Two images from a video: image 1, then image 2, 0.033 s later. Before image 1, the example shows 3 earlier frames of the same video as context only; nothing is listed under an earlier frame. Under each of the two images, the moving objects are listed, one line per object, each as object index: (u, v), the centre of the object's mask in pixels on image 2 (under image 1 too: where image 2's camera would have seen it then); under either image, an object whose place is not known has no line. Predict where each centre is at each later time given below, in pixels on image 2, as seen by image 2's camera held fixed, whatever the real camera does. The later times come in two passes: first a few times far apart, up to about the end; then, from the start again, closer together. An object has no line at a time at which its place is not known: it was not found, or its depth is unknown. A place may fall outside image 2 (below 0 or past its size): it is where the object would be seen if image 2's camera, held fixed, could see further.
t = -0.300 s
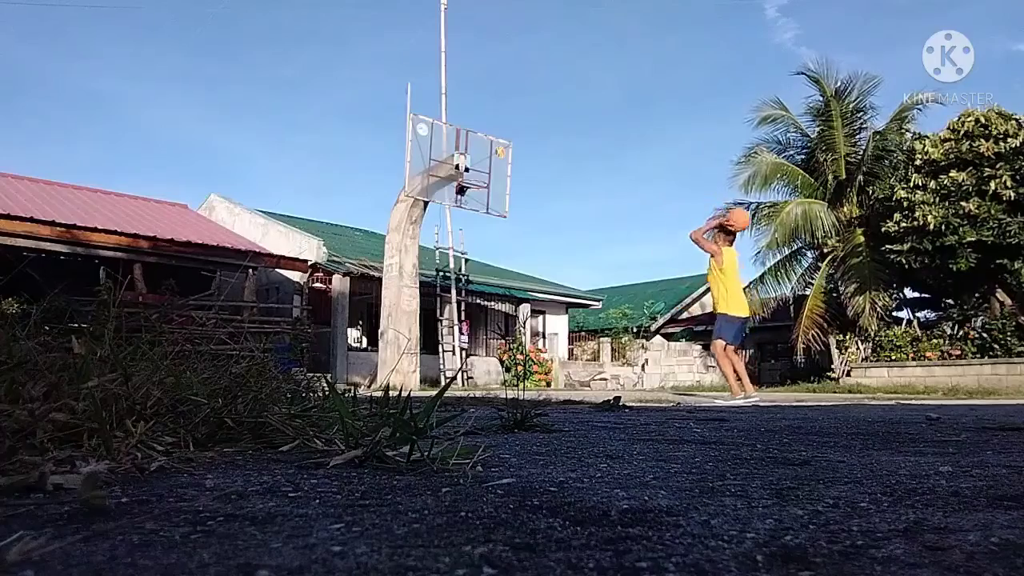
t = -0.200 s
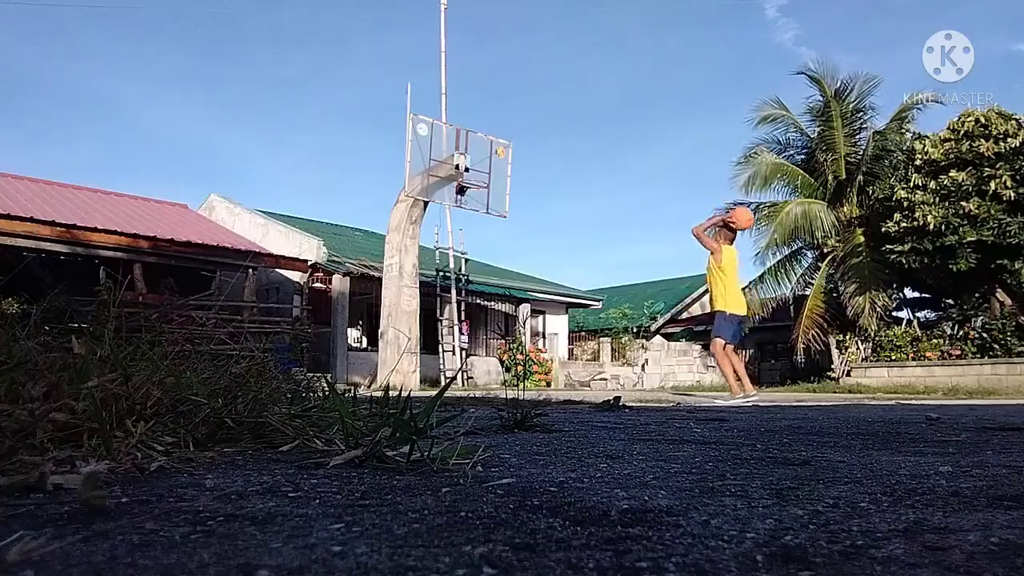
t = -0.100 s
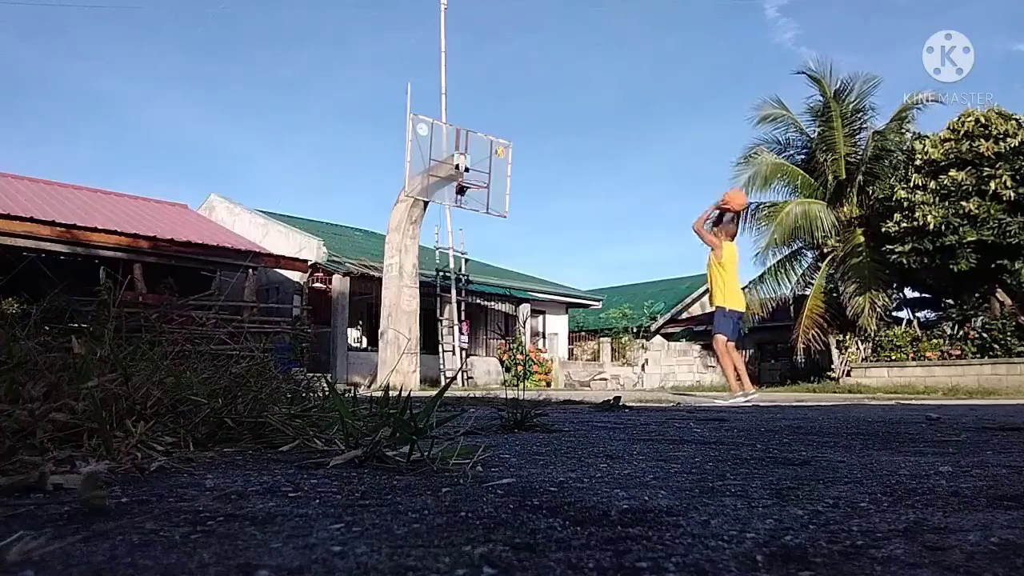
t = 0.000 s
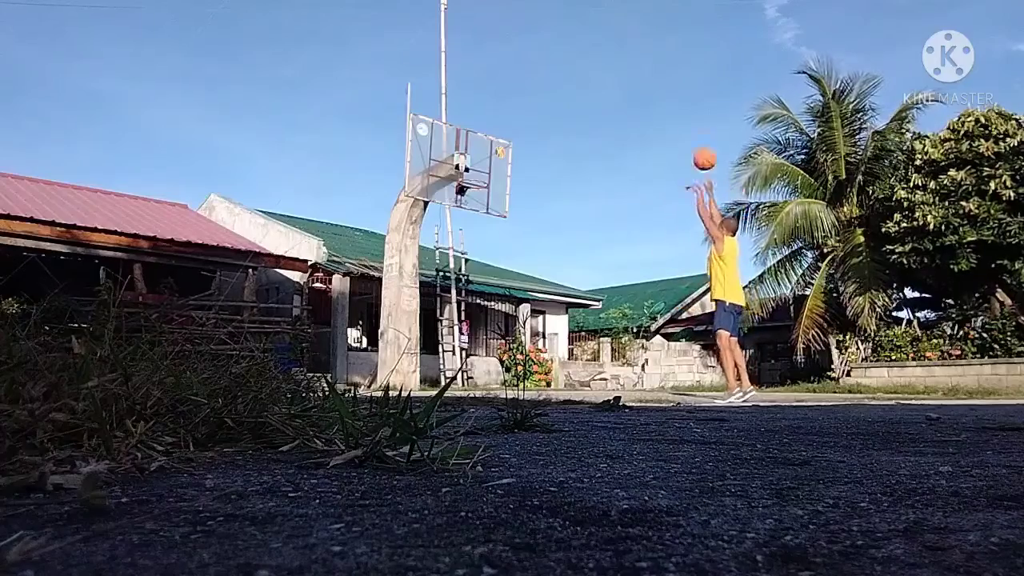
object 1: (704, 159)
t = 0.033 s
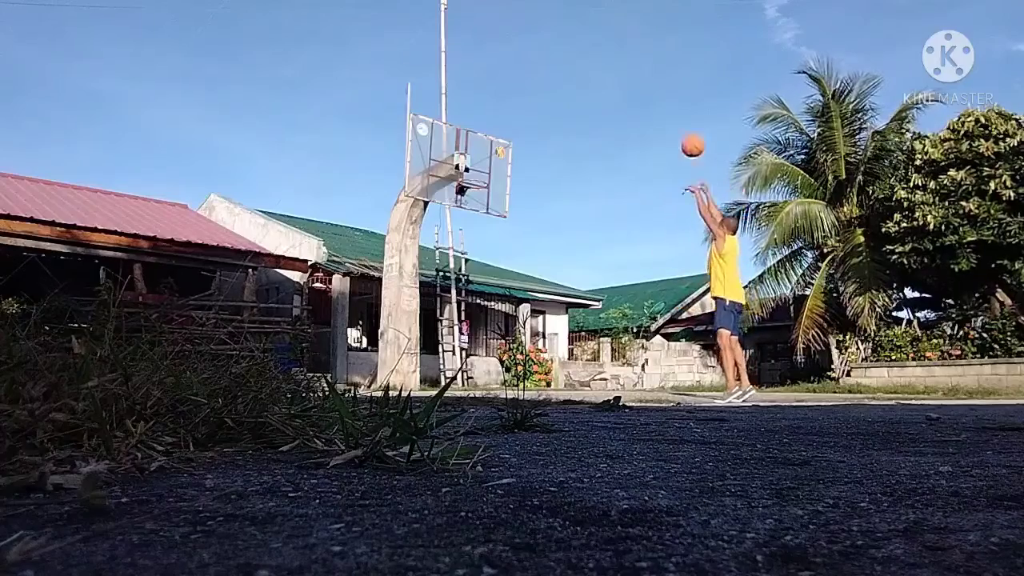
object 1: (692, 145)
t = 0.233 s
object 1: (628, 96)
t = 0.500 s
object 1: (560, 88)
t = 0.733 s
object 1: (511, 122)
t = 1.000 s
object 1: (471, 186)
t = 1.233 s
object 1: (494, 257)
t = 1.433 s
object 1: (517, 348)
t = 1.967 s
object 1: (567, 217)
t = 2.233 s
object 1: (593, 194)
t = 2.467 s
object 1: (616, 218)
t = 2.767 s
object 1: (648, 315)
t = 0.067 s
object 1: (681, 134)
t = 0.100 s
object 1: (669, 124)
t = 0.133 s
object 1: (658, 115)
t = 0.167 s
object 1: (648, 107)
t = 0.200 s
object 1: (638, 102)
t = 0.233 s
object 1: (628, 96)
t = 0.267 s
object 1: (619, 92)
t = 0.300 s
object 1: (610, 89)
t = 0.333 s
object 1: (601, 87)
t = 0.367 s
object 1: (592, 85)
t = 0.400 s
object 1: (584, 84)
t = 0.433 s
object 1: (576, 85)
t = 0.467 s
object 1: (568, 86)
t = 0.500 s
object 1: (560, 88)
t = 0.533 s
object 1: (553, 92)
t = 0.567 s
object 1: (545, 95)
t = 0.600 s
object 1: (538, 99)
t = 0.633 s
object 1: (531, 104)
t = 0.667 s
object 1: (524, 110)
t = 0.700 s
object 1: (518, 116)
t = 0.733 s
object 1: (511, 122)
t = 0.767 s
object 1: (505, 129)
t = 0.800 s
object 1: (498, 137)
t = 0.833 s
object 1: (492, 146)
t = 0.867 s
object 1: (486, 155)
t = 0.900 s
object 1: (480, 164)
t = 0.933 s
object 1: (475, 173)
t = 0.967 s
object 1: (469, 183)
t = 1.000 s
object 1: (471, 186)
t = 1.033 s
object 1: (474, 197)
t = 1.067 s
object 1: (477, 205)
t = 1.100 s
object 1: (481, 213)
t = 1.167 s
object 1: (487, 234)
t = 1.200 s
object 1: (491, 245)
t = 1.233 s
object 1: (494, 257)
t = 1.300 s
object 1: (502, 283)
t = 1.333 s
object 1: (505, 298)
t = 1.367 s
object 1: (508, 313)
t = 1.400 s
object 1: (512, 330)
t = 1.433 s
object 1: (517, 348)
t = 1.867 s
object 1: (558, 240)
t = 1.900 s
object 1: (561, 232)
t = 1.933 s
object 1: (564, 224)
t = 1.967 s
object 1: (567, 217)
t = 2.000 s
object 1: (571, 212)
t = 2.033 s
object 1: (573, 207)
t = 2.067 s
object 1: (577, 202)
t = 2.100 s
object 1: (580, 199)
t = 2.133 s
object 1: (583, 196)
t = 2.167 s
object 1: (586, 195)
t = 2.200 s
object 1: (590, 194)
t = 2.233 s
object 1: (593, 194)
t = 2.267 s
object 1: (596, 195)
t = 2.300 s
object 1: (600, 196)
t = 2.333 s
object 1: (603, 199)
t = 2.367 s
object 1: (606, 202)
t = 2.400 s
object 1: (609, 207)
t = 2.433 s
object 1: (612, 212)
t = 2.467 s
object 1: (616, 218)
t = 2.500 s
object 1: (619, 225)
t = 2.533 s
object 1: (622, 233)
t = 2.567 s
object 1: (626, 242)
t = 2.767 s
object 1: (648, 315)
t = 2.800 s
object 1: (651, 331)
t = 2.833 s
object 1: (655, 348)
